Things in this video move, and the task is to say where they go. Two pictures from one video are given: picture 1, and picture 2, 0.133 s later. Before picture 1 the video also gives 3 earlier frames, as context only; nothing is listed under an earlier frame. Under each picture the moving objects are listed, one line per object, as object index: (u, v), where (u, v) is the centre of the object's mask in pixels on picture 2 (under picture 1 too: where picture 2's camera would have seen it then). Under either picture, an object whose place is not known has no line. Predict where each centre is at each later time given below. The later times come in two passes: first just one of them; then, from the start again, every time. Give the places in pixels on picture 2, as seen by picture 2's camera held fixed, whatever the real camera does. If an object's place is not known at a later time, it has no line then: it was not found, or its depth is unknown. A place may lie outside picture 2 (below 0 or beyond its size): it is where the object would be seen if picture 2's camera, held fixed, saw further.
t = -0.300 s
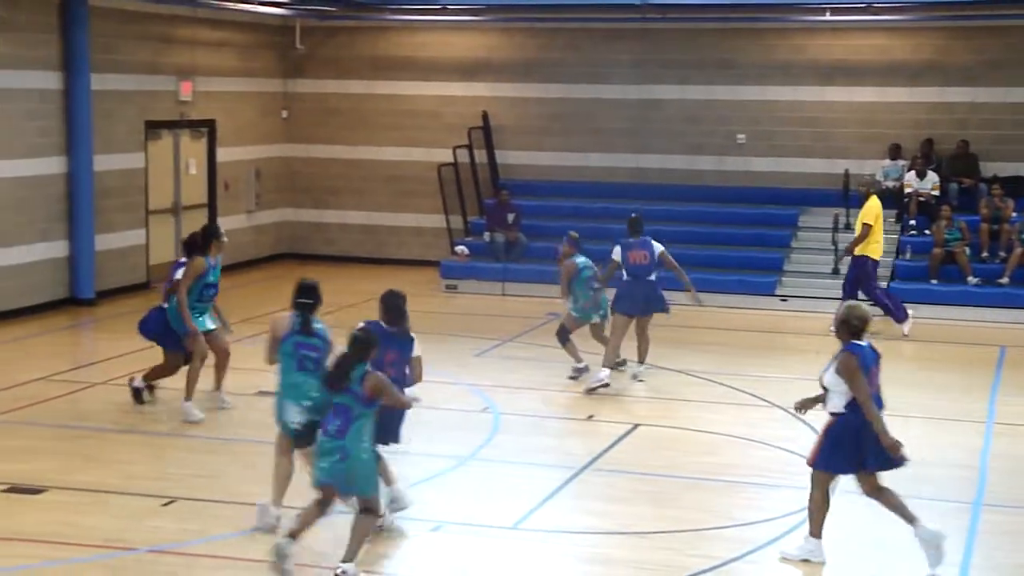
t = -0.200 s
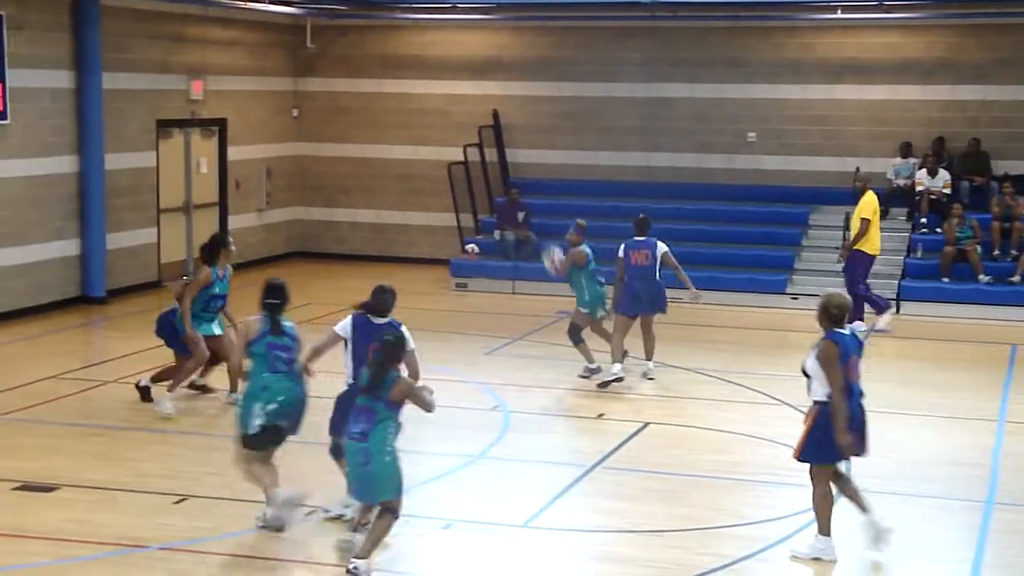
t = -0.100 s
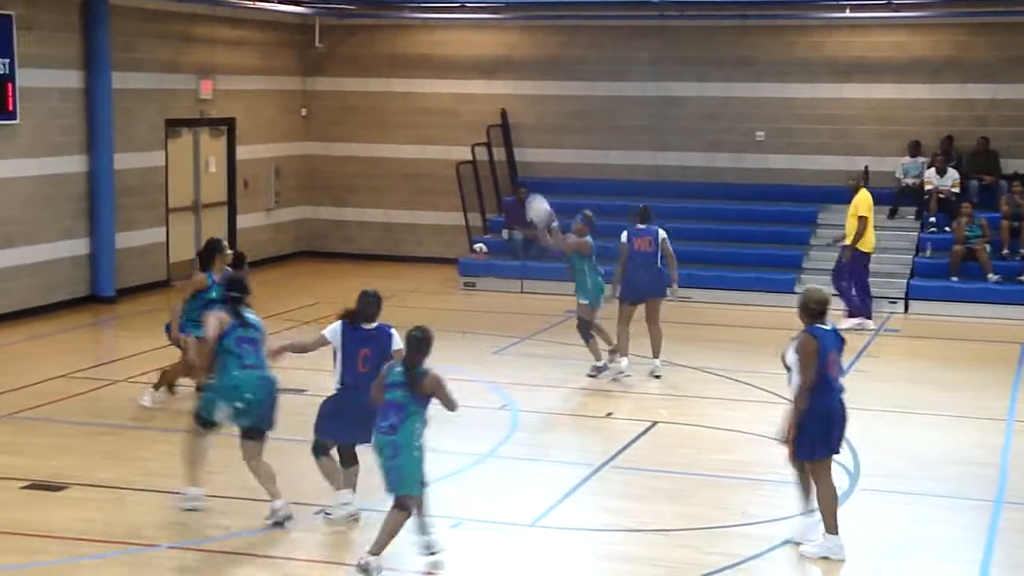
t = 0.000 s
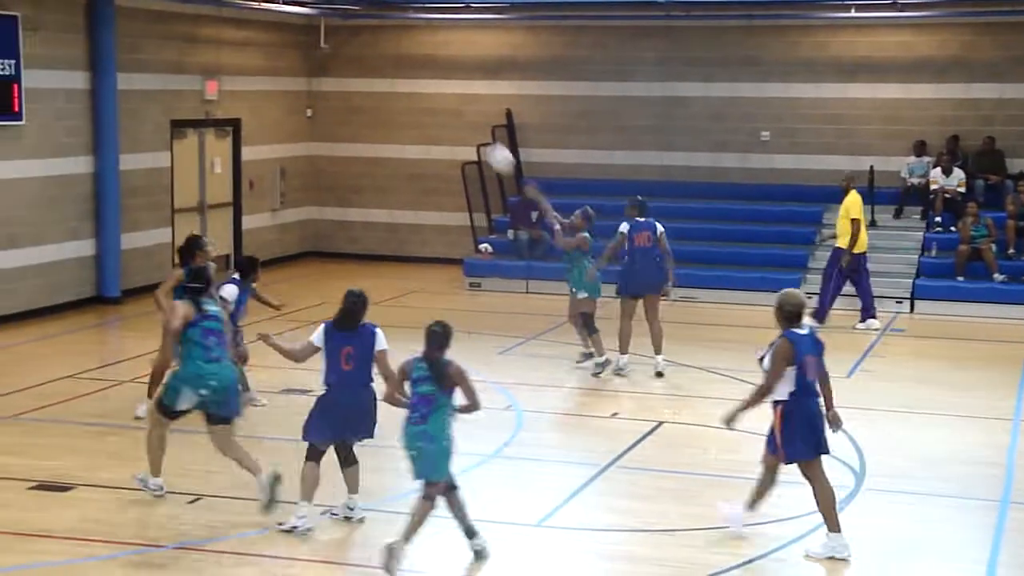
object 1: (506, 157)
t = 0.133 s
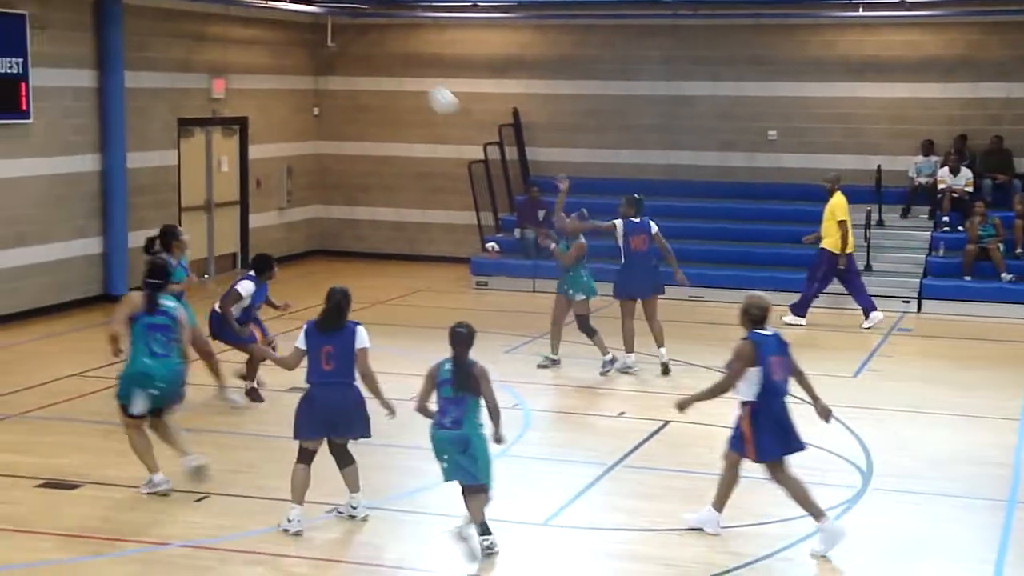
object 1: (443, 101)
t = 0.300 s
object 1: (356, 52)
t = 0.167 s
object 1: (425, 88)
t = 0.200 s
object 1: (407, 77)
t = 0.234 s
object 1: (390, 66)
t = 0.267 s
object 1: (373, 60)
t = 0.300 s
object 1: (356, 52)
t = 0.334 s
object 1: (338, 45)
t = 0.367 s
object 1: (320, 40)
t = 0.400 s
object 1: (301, 36)
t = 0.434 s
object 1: (282, 33)
